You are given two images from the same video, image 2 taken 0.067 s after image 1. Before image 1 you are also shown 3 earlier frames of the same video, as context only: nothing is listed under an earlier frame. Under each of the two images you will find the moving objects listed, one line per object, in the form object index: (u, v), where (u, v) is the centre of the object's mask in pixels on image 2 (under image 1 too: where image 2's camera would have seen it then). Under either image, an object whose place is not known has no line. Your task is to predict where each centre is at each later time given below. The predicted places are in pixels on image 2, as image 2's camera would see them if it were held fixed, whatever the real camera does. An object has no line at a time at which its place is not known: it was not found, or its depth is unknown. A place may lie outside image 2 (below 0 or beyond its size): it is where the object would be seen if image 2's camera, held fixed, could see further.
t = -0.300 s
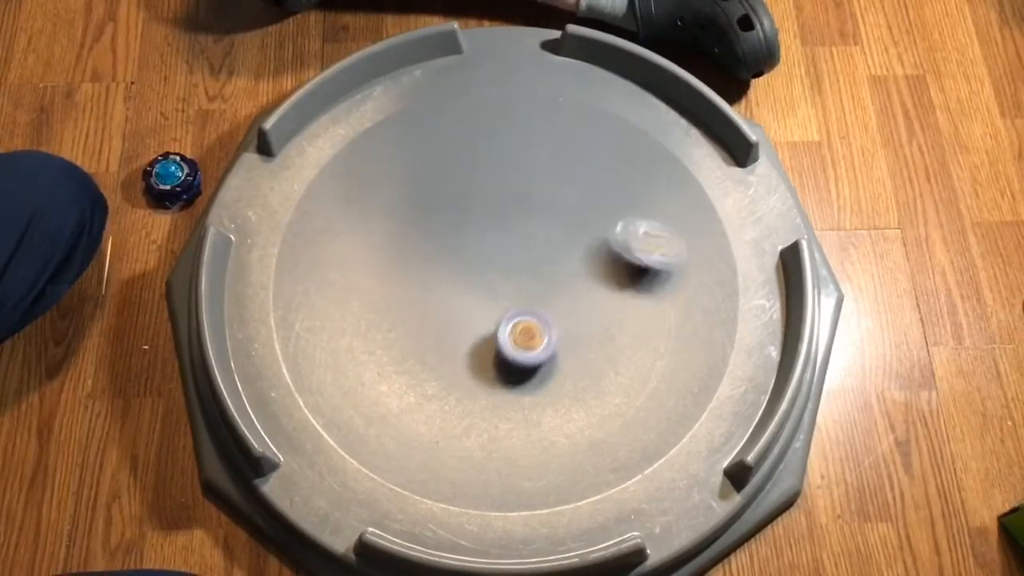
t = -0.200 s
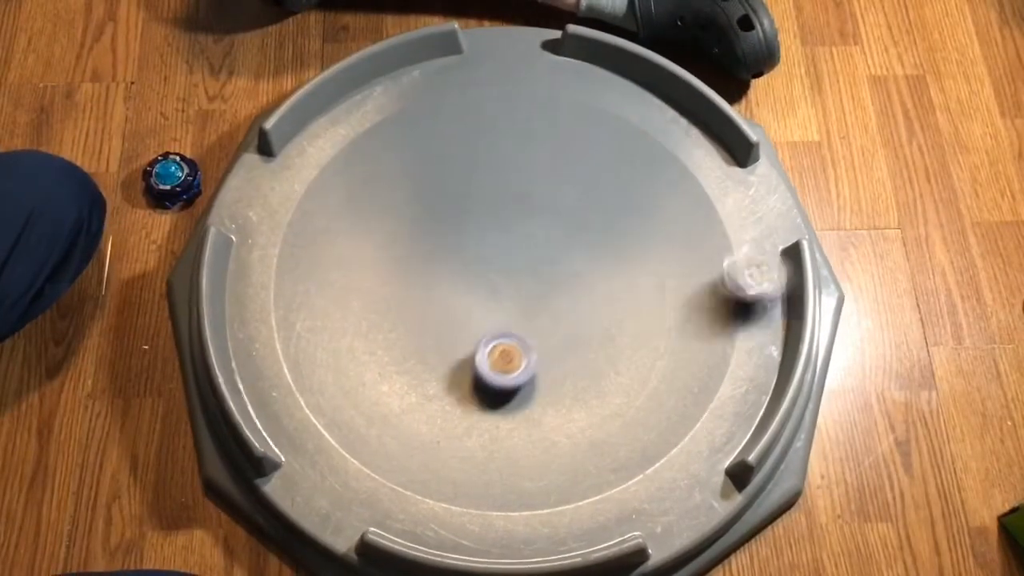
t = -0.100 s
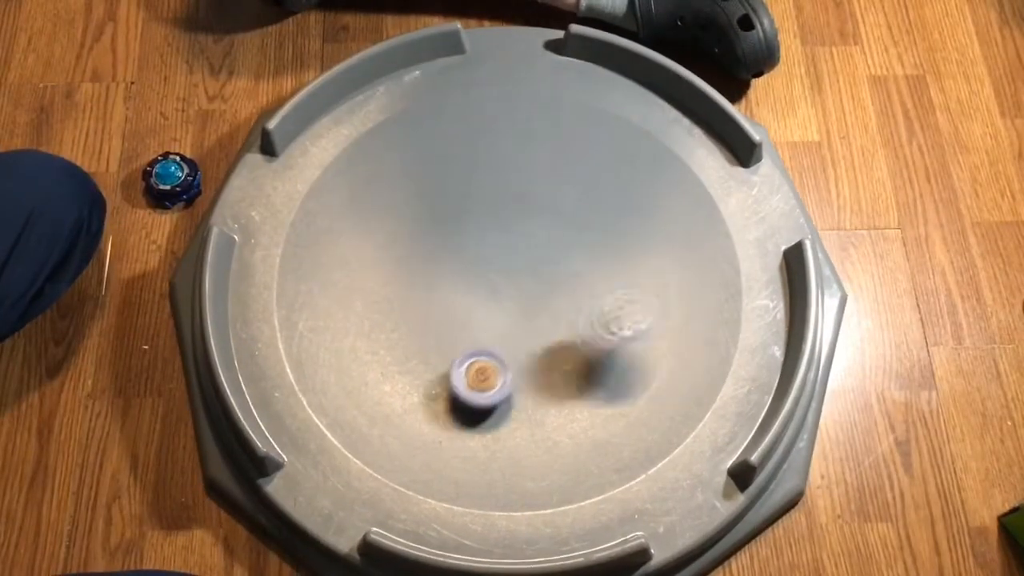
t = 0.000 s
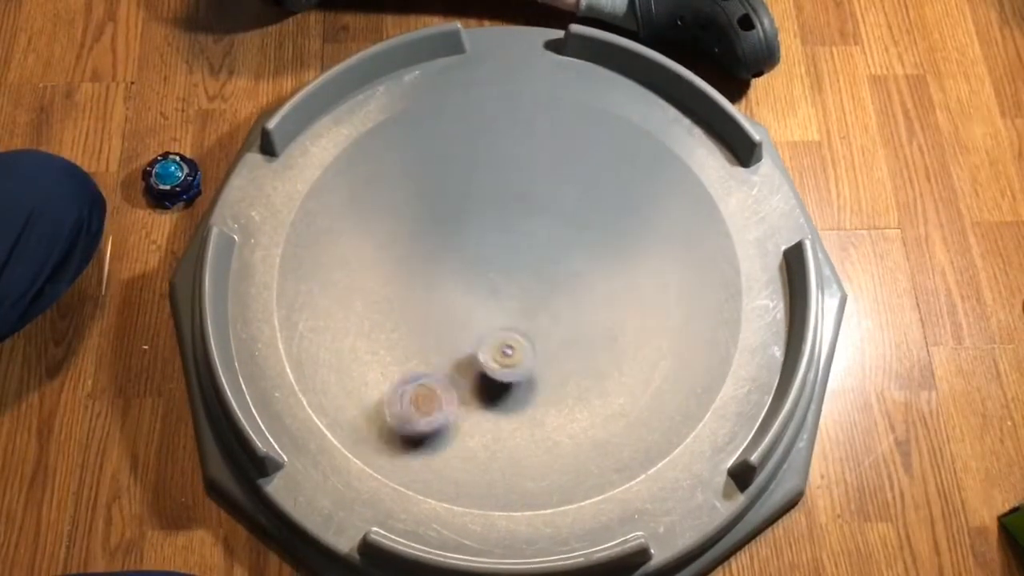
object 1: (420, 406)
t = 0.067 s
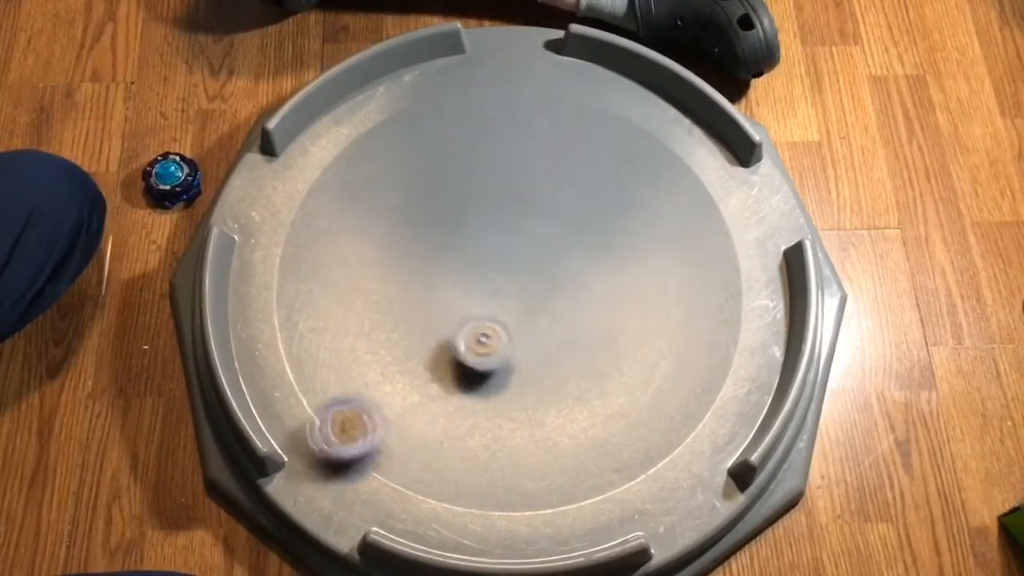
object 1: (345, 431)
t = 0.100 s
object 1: (314, 438)
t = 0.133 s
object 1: (350, 392)
